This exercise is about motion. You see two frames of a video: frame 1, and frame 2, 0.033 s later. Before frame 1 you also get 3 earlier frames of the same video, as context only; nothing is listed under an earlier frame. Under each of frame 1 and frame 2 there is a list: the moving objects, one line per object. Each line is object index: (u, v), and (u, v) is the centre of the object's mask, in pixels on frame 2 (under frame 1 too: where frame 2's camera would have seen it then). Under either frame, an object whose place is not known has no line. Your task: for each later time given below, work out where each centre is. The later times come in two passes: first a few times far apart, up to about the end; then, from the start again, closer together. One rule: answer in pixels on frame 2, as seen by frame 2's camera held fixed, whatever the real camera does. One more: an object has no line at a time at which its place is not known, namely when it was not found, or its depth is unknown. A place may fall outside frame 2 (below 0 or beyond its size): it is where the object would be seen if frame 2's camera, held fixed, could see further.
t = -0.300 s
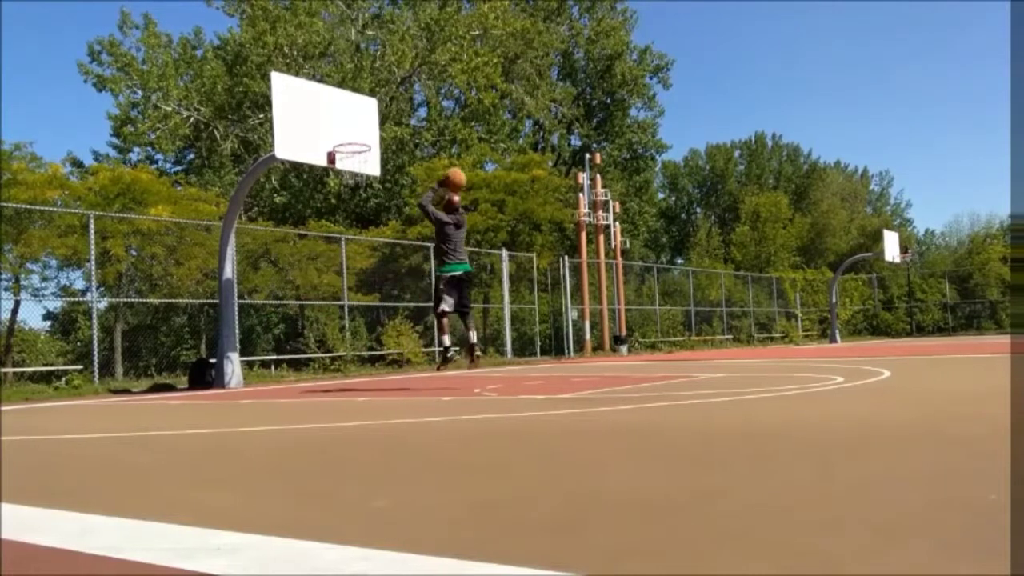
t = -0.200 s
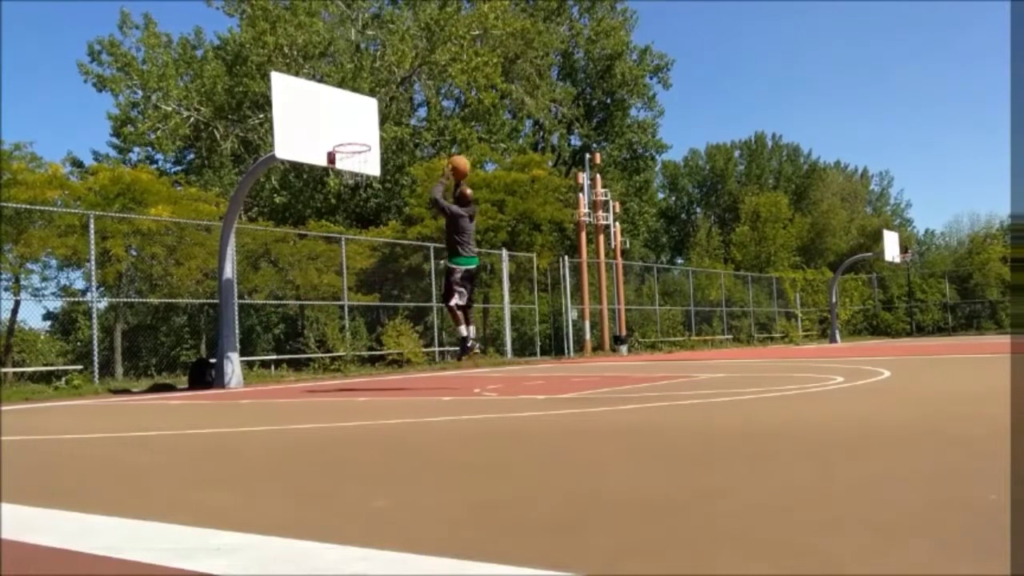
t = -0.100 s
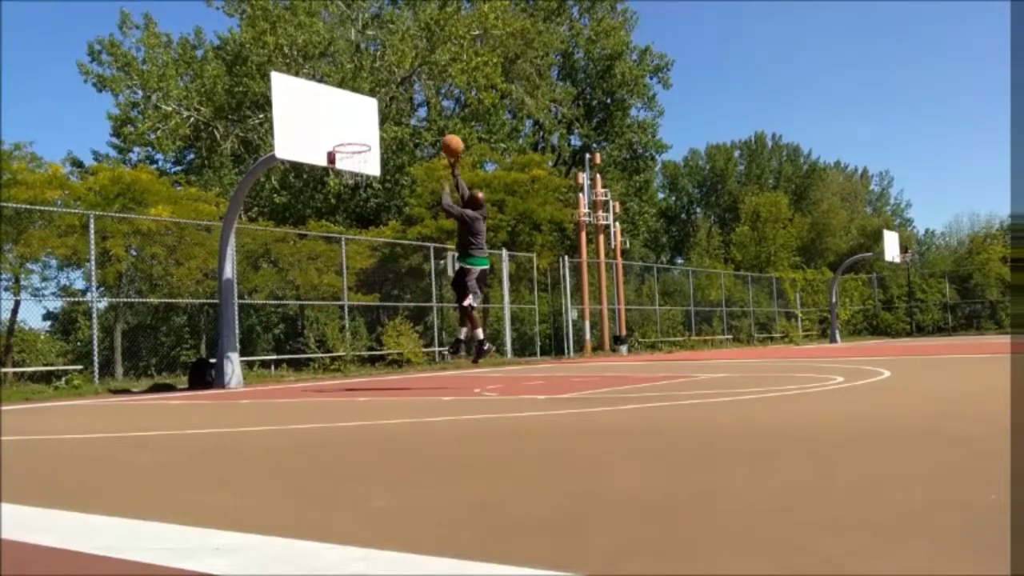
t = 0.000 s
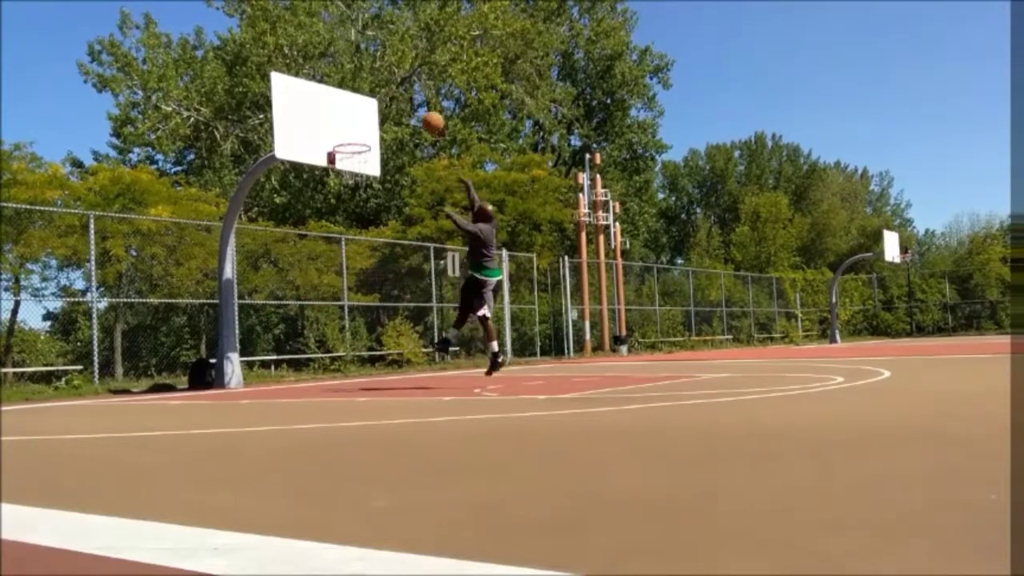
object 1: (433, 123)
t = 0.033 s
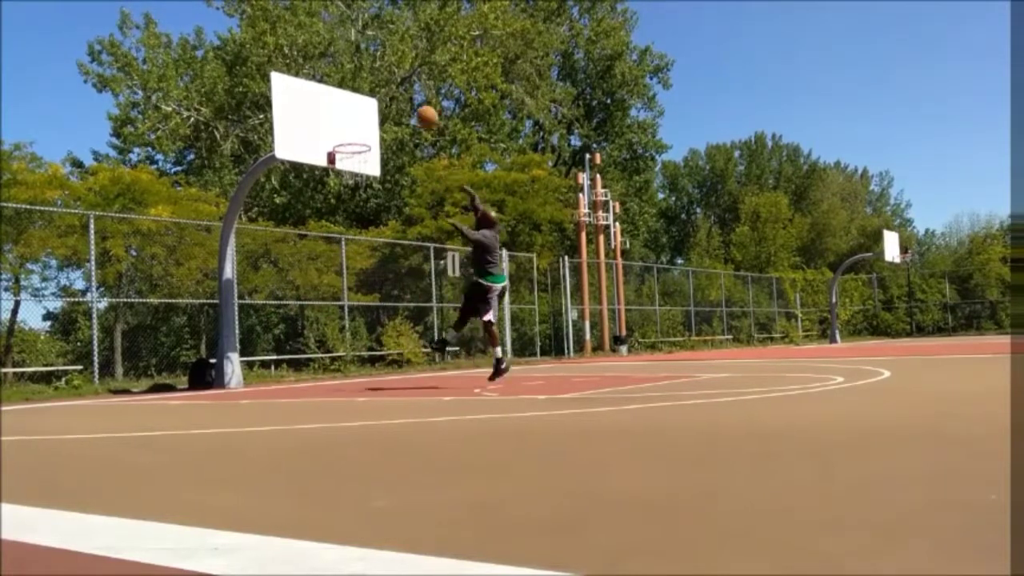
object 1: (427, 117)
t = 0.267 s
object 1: (390, 104)
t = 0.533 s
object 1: (354, 135)
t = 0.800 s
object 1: (352, 131)
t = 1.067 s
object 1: (364, 134)
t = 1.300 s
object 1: (363, 136)
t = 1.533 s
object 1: (355, 153)
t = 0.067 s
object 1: (421, 111)
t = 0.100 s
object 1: (416, 108)
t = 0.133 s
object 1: (410, 105)
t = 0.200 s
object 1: (399, 103)
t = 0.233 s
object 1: (394, 103)
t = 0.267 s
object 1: (390, 104)
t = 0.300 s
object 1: (384, 106)
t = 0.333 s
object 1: (379, 110)
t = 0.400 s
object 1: (370, 118)
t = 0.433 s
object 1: (365, 124)
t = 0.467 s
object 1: (361, 129)
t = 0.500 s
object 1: (357, 134)
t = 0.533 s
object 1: (354, 135)
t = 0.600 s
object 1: (350, 138)
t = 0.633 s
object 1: (348, 141)
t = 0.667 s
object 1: (345, 145)
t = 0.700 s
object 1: (347, 140)
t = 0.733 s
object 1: (349, 136)
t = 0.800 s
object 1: (352, 131)
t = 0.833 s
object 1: (354, 129)
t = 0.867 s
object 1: (356, 129)
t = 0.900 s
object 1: (358, 129)
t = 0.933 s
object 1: (360, 130)
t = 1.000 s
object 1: (364, 134)
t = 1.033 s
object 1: (365, 135)
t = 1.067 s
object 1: (364, 134)
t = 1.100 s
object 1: (364, 133)
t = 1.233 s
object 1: (364, 136)
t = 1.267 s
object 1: (364, 136)
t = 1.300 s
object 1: (363, 136)
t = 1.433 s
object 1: (359, 143)
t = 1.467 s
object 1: (358, 145)
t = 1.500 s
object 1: (357, 149)
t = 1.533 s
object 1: (355, 153)
